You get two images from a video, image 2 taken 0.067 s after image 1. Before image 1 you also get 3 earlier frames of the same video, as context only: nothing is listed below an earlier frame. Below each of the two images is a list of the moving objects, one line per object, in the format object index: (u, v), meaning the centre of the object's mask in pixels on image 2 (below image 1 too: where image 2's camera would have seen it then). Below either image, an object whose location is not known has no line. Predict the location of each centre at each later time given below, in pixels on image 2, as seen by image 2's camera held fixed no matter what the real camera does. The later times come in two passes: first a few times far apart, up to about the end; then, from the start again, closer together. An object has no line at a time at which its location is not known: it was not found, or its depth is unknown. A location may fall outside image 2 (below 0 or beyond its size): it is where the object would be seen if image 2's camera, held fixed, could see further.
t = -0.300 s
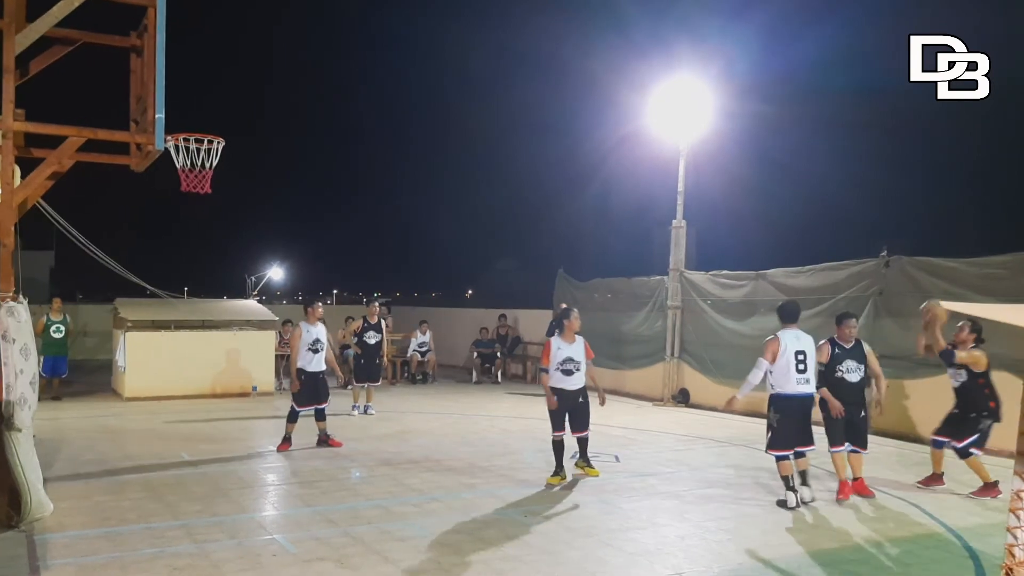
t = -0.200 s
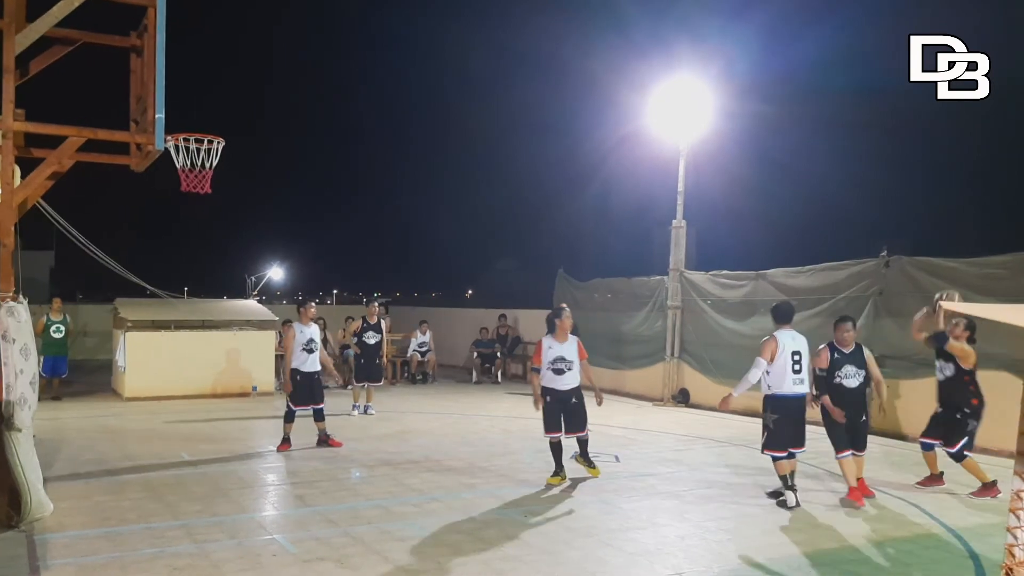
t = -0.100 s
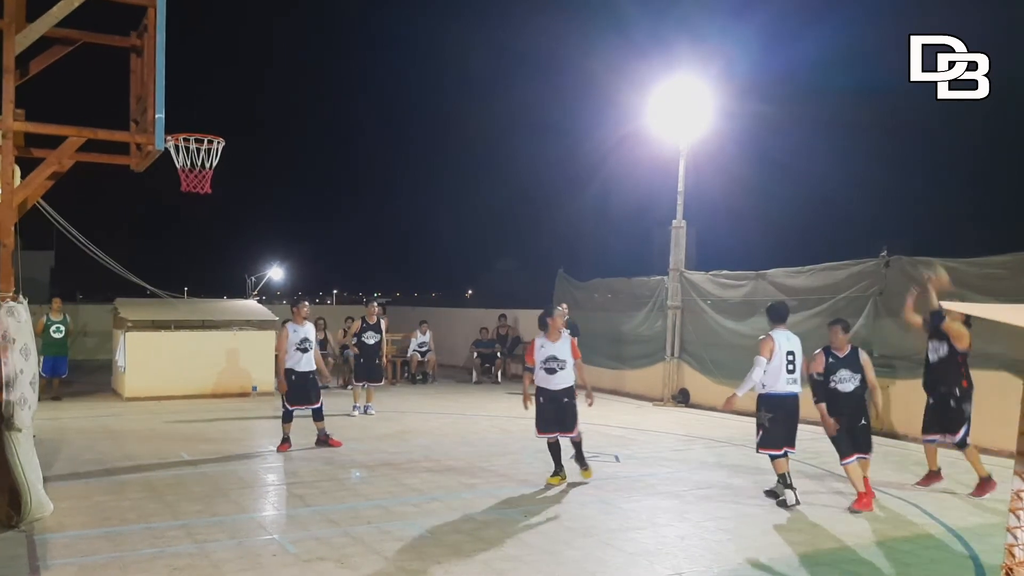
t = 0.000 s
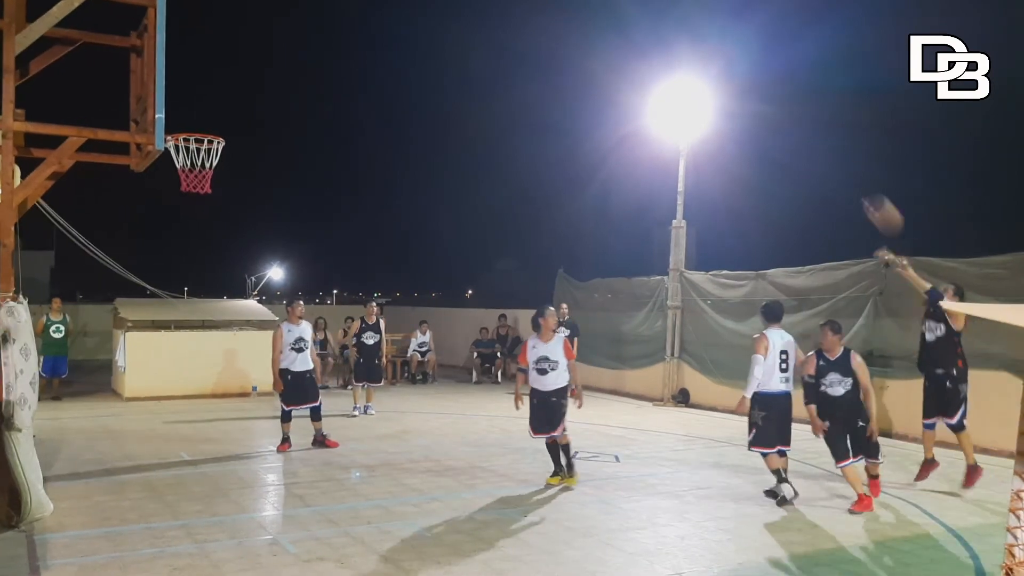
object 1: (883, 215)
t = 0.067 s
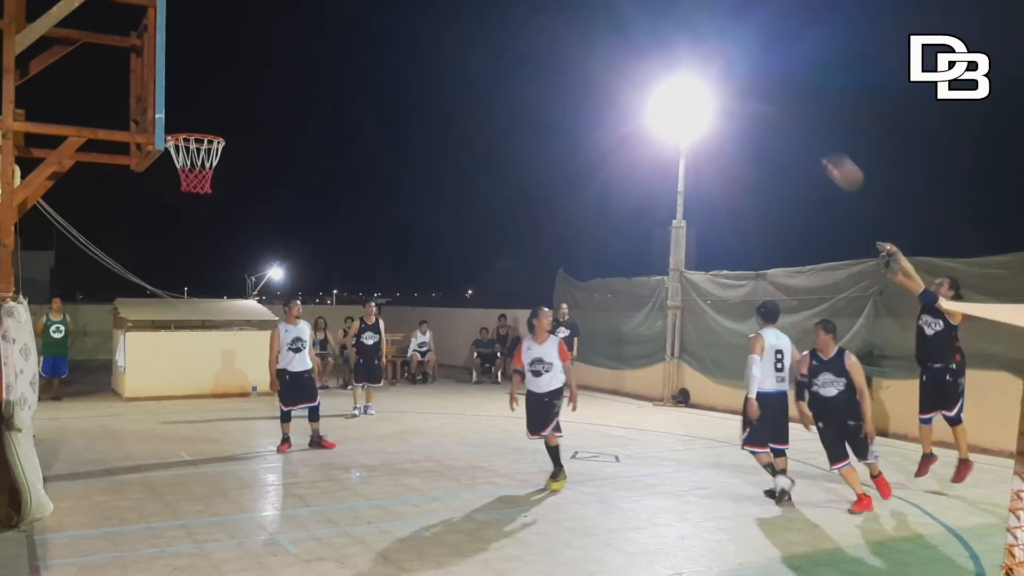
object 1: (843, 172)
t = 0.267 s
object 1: (724, 71)
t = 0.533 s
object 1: (559, 7)
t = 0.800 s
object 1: (394, 11)
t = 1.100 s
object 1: (205, 115)
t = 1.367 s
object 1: (215, 191)
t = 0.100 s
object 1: (823, 153)
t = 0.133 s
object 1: (803, 133)
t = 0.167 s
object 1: (783, 117)
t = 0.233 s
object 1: (744, 86)
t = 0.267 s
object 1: (724, 71)
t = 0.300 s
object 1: (706, 57)
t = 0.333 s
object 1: (684, 47)
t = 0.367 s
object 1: (664, 38)
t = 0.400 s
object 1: (642, 28)
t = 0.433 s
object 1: (621, 19)
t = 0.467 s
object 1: (600, 13)
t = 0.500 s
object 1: (580, 9)
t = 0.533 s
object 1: (559, 7)
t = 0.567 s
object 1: (539, 5)
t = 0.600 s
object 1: (518, 4)
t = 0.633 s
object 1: (497, 4)
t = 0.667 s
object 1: (476, 4)
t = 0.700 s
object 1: (456, 5)
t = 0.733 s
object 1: (435, 7)
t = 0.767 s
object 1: (414, 8)
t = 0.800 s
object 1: (394, 11)
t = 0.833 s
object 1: (373, 16)
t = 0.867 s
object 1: (352, 24)
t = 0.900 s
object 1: (331, 34)
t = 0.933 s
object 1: (309, 44)
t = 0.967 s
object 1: (288, 56)
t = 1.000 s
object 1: (267, 70)
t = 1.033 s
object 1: (246, 83)
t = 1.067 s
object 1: (225, 99)
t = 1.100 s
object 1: (205, 115)
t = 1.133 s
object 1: (186, 127)
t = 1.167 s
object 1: (194, 141)
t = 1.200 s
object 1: (220, 160)
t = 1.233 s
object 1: (216, 165)
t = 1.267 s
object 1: (217, 176)
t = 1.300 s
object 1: (215, 177)
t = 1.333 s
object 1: (215, 185)
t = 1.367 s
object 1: (215, 191)
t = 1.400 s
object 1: (214, 199)
